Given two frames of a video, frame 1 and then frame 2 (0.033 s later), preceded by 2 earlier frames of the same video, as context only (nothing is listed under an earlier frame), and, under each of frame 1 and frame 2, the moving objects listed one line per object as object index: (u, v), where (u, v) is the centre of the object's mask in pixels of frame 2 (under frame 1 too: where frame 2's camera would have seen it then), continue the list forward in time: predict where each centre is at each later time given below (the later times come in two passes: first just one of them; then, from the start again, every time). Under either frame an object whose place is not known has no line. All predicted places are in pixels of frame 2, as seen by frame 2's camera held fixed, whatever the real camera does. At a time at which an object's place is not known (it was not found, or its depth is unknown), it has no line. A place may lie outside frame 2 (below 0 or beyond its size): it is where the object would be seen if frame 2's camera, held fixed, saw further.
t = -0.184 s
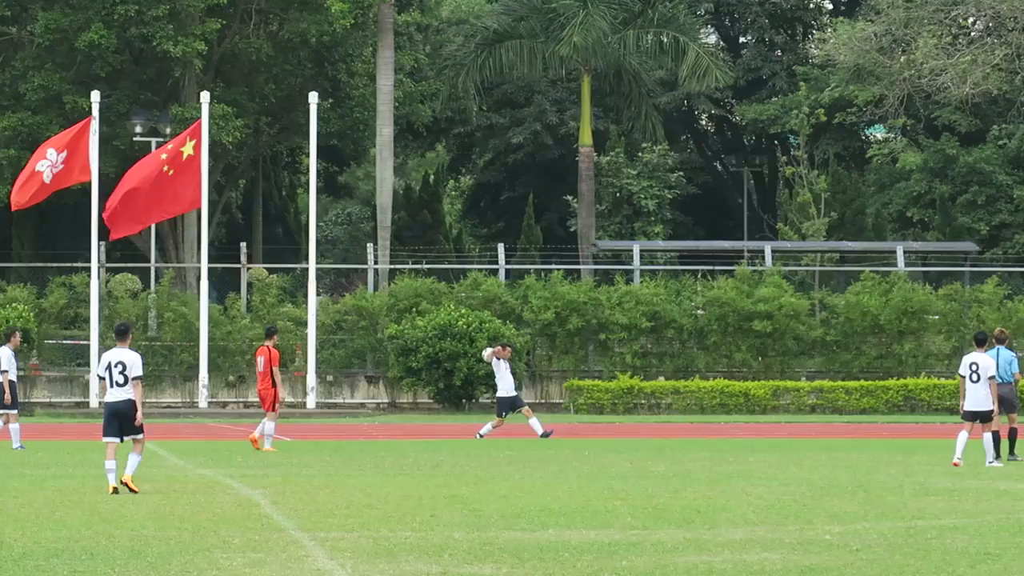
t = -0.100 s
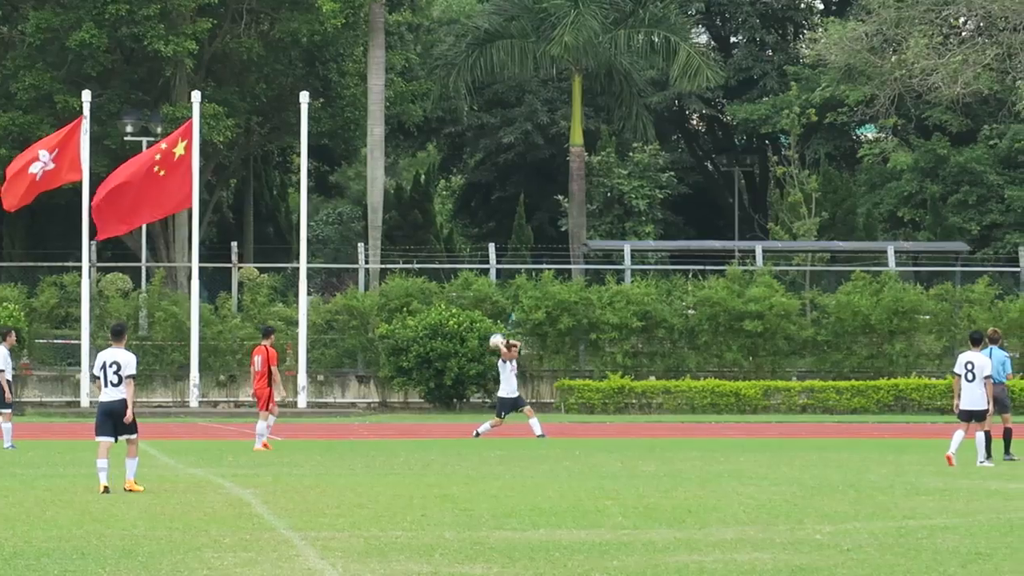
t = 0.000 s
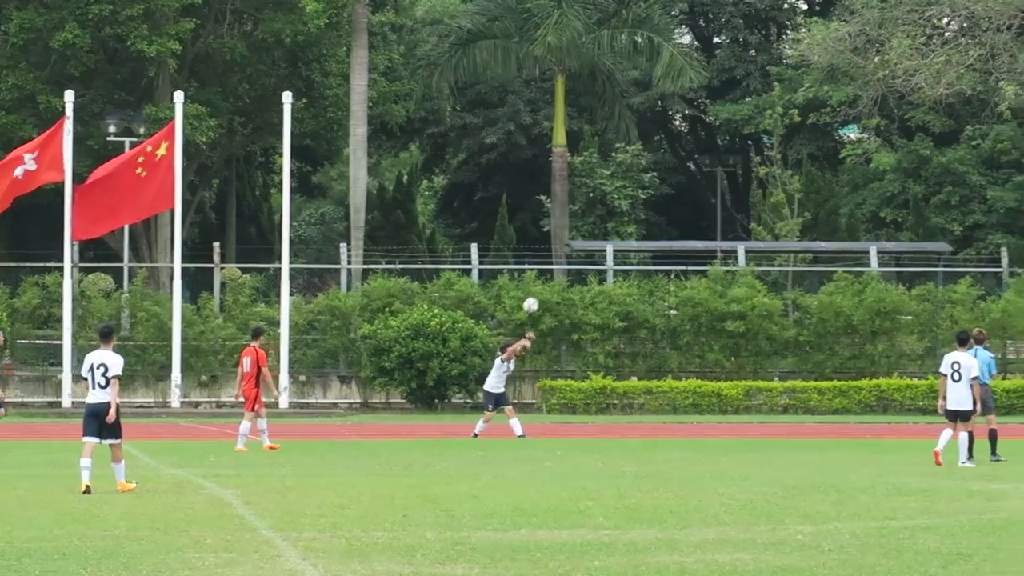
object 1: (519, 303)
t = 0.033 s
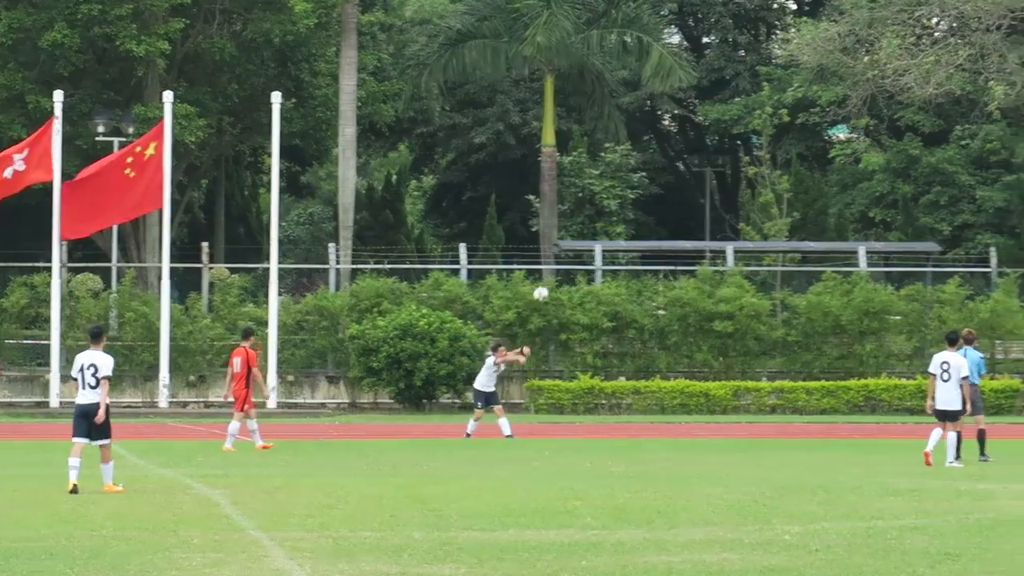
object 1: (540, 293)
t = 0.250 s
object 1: (679, 238)
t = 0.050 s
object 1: (551, 288)
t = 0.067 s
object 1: (562, 284)
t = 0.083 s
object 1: (573, 279)
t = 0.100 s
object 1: (583, 276)
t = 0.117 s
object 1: (594, 270)
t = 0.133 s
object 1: (605, 266)
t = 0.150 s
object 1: (615, 262)
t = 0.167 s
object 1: (626, 258)
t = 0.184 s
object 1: (637, 254)
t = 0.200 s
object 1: (648, 250)
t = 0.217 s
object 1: (659, 245)
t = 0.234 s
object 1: (669, 241)
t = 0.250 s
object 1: (679, 238)
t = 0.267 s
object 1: (691, 236)
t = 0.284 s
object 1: (702, 232)
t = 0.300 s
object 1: (712, 230)
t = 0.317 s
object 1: (723, 227)
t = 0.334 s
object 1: (734, 224)
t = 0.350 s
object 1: (744, 221)
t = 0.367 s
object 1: (755, 219)
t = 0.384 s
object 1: (766, 217)
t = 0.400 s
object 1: (776, 215)
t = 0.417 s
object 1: (787, 213)
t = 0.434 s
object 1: (798, 212)
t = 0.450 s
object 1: (809, 210)
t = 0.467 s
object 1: (819, 209)
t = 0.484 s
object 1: (830, 207)
